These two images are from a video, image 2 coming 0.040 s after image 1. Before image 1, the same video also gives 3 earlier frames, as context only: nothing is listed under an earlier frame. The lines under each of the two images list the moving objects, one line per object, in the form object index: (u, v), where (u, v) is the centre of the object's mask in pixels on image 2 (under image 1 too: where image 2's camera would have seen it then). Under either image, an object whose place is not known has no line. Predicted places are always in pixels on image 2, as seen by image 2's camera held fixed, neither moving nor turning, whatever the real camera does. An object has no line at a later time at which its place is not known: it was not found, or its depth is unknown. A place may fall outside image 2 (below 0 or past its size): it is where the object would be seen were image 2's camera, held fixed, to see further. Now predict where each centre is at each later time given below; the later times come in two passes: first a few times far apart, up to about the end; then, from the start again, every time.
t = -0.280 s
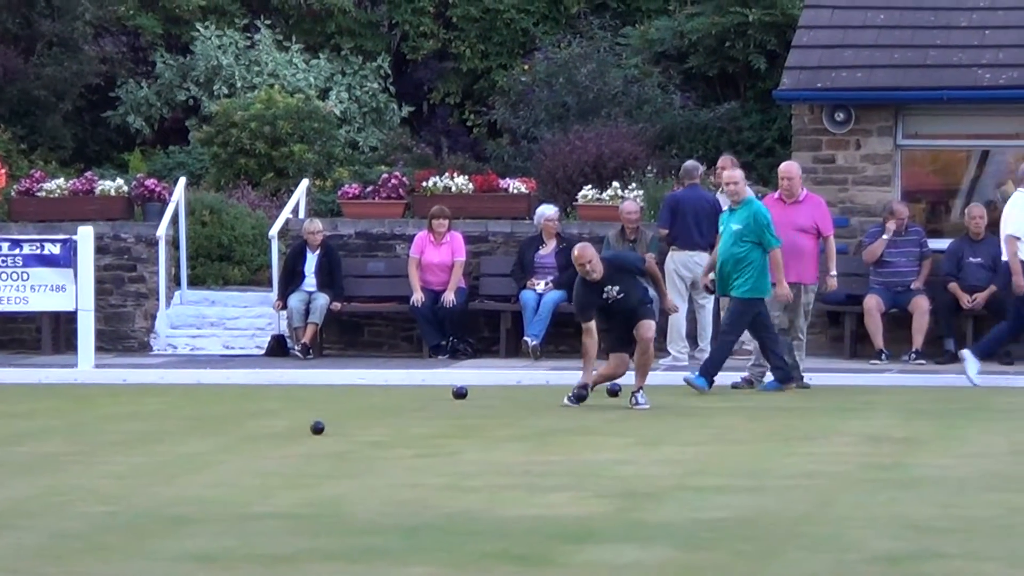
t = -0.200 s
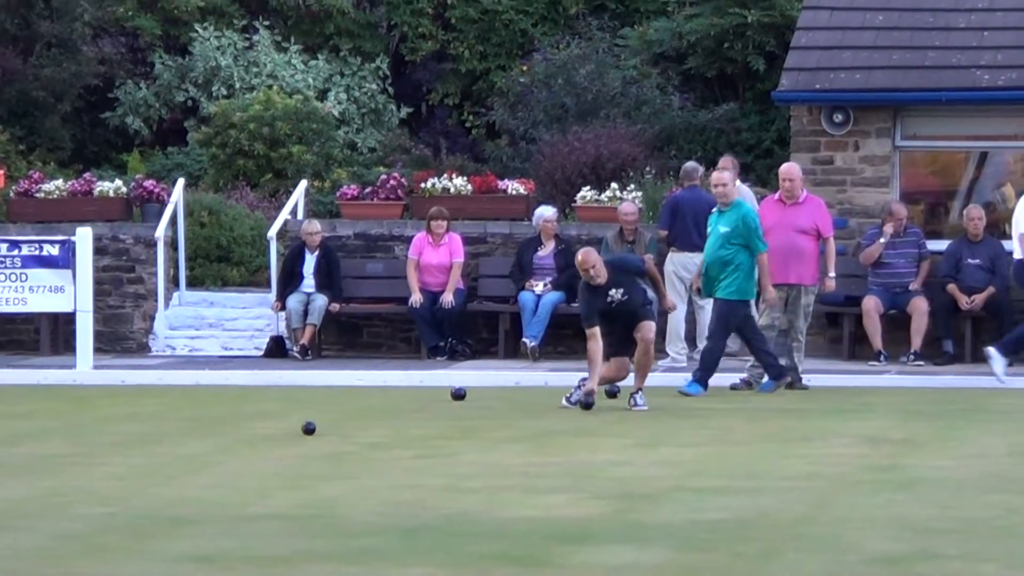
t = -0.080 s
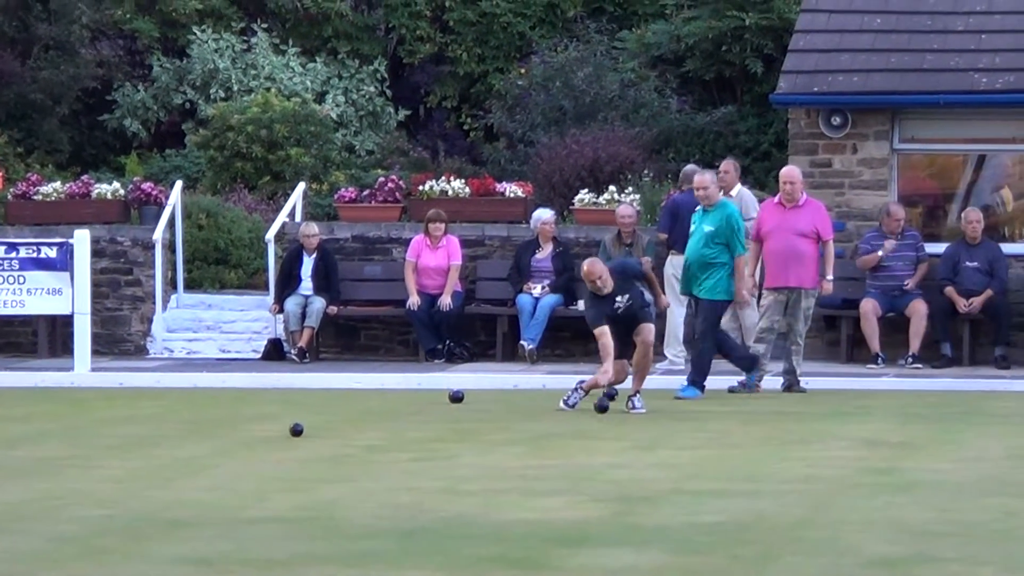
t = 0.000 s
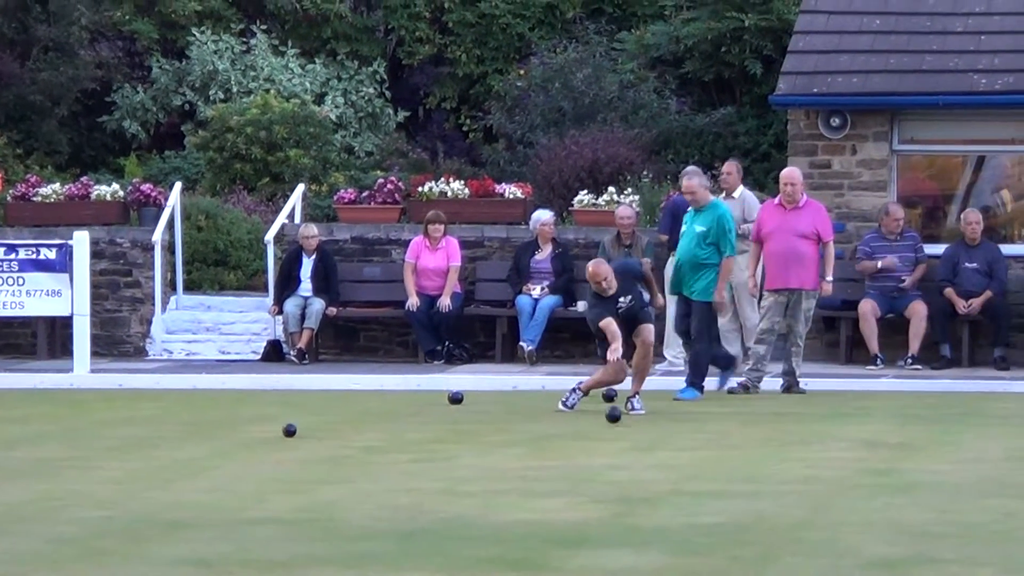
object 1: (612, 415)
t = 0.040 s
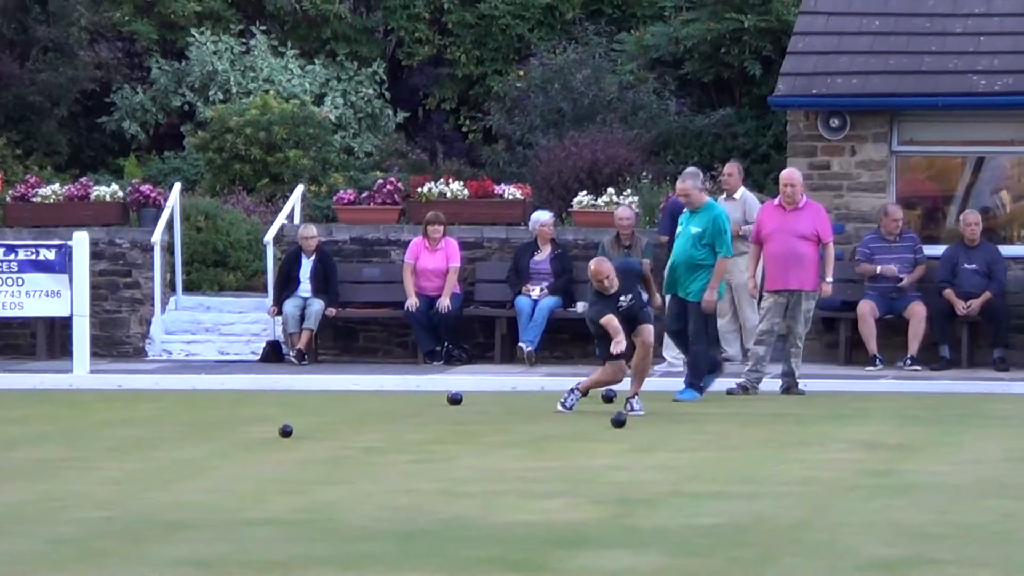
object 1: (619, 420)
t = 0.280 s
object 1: (649, 429)
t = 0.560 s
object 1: (681, 441)
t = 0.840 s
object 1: (713, 452)
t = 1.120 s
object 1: (745, 464)
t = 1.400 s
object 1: (777, 478)
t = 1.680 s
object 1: (811, 492)
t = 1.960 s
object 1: (844, 506)
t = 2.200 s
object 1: (873, 518)
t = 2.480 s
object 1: (905, 536)
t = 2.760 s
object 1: (937, 555)
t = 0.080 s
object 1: (624, 420)
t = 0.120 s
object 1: (629, 422)
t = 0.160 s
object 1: (634, 425)
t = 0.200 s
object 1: (639, 425)
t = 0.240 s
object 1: (644, 428)
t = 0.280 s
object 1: (649, 429)
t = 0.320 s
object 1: (653, 432)
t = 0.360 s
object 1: (658, 433)
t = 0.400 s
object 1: (663, 434)
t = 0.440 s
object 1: (667, 437)
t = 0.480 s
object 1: (672, 438)
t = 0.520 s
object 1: (677, 439)
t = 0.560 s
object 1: (681, 441)
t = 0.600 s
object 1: (686, 442)
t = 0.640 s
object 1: (690, 444)
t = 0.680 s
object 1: (695, 445)
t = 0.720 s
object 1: (699, 448)
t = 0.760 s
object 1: (704, 449)
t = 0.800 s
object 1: (708, 451)
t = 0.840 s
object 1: (713, 452)
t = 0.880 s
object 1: (717, 455)
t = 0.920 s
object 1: (722, 456)
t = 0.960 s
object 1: (726, 457)
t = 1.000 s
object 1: (731, 459)
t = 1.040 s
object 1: (735, 461)
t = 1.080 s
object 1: (740, 462)
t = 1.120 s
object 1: (745, 464)
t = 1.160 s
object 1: (749, 465)
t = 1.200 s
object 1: (754, 468)
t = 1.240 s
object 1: (759, 470)
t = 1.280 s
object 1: (763, 471)
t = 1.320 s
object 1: (768, 473)
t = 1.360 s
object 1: (772, 475)
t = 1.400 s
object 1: (777, 478)
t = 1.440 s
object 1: (782, 480)
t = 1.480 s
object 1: (787, 482)
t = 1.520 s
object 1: (792, 484)
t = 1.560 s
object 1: (797, 485)
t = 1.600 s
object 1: (801, 488)
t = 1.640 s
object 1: (806, 489)
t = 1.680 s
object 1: (811, 492)
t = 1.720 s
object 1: (816, 494)
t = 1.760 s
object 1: (821, 495)
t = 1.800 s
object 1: (826, 498)
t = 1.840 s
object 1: (830, 500)
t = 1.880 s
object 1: (835, 502)
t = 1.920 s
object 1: (840, 504)
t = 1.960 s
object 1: (844, 506)
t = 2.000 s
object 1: (849, 508)
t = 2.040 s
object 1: (854, 510)
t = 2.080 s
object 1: (859, 512)
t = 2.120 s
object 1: (863, 514)
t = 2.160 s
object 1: (868, 516)
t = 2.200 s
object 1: (873, 518)
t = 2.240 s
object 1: (878, 521)
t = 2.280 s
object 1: (882, 523)
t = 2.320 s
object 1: (887, 525)
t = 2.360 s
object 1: (891, 528)
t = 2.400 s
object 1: (896, 530)
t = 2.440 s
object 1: (901, 533)
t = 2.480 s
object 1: (905, 536)
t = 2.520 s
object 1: (910, 538)
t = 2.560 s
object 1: (914, 541)
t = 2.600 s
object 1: (919, 544)
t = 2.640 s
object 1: (923, 547)
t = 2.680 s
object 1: (927, 550)
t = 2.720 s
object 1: (932, 552)
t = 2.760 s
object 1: (937, 555)
